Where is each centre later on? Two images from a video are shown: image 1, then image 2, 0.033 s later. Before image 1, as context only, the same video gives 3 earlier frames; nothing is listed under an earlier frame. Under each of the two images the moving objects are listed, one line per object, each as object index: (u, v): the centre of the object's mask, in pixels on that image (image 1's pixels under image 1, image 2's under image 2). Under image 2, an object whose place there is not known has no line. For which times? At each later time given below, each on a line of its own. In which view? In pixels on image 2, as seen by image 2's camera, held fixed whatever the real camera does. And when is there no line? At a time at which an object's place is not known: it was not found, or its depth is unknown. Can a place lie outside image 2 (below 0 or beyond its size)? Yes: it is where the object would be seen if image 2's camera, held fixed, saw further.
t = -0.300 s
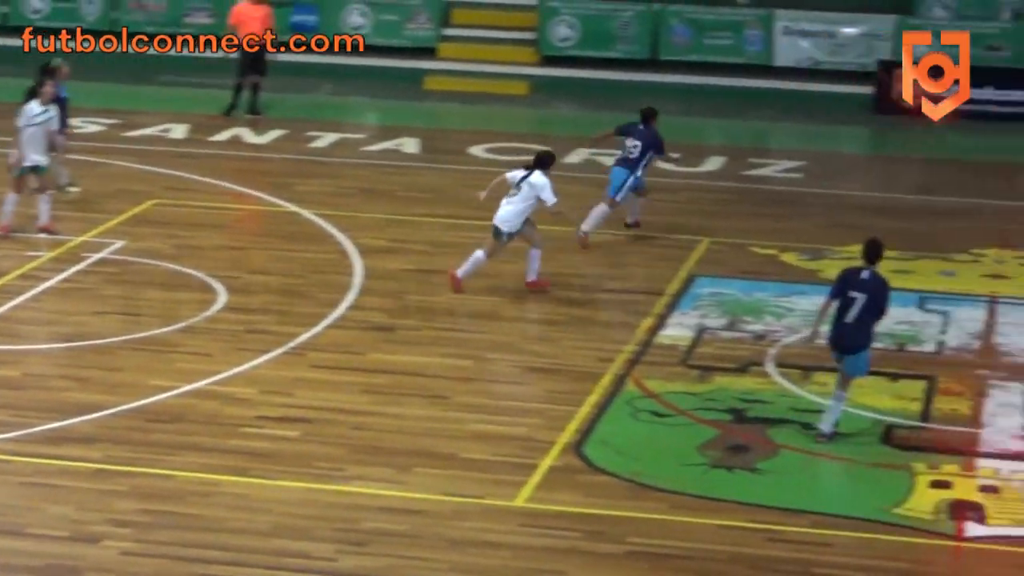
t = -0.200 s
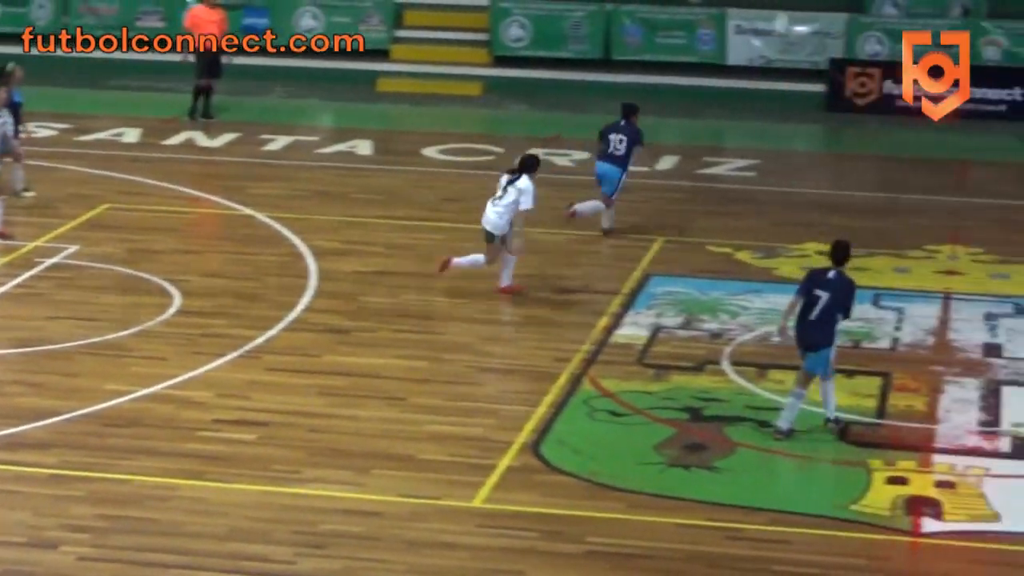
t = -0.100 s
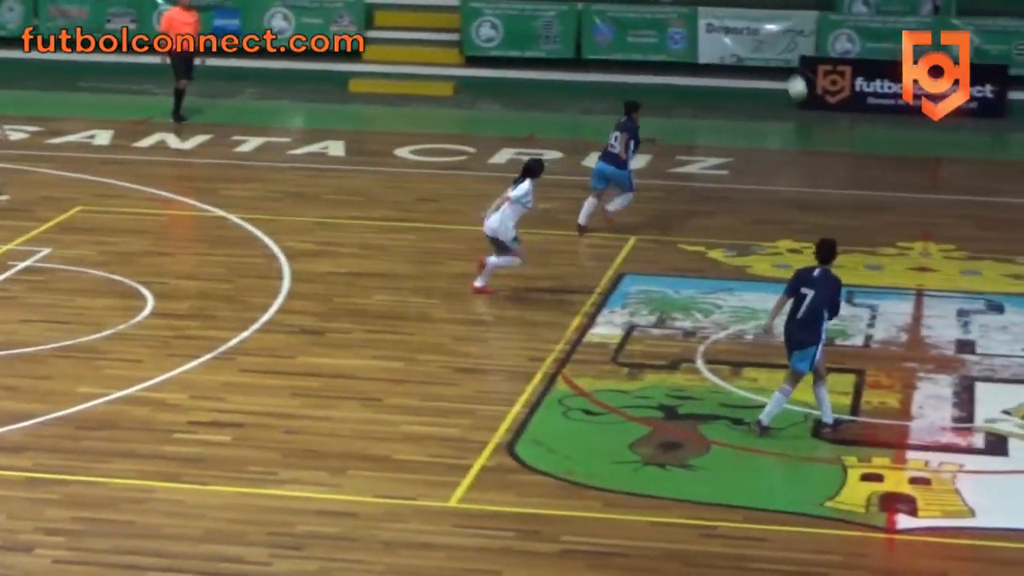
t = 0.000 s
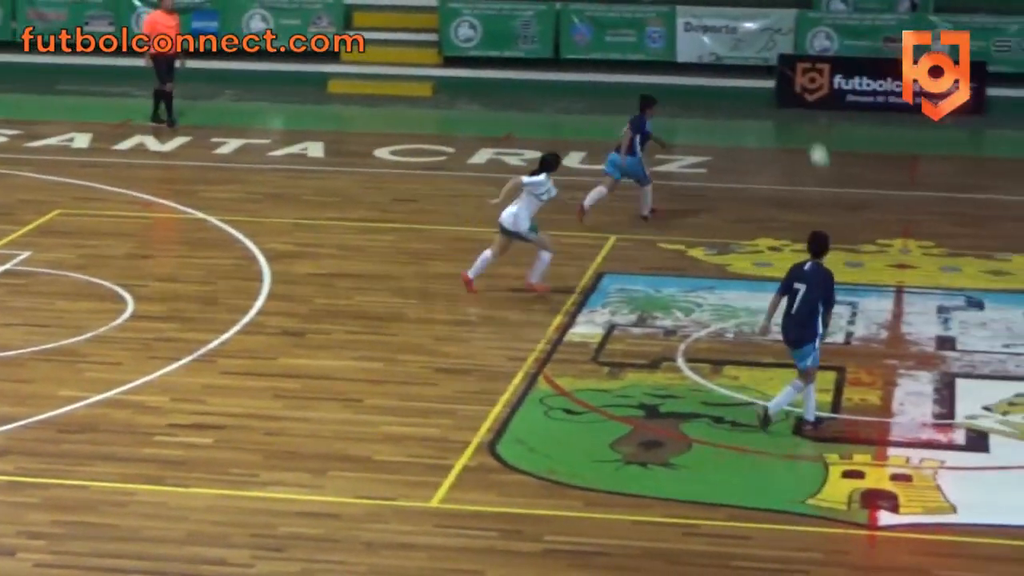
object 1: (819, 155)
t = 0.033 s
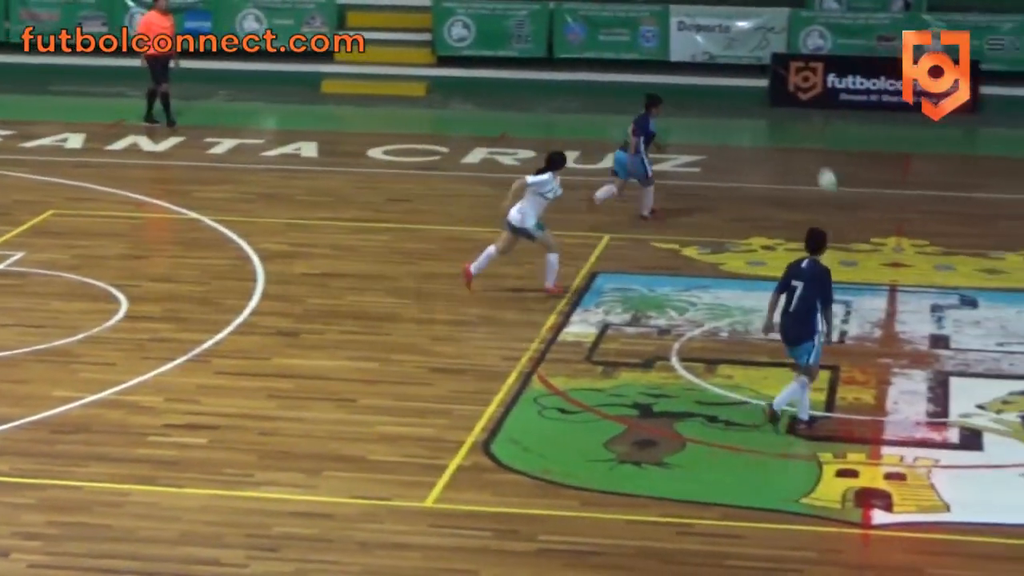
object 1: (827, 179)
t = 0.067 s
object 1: (839, 204)
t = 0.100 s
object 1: (849, 196)
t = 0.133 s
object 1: (855, 181)
